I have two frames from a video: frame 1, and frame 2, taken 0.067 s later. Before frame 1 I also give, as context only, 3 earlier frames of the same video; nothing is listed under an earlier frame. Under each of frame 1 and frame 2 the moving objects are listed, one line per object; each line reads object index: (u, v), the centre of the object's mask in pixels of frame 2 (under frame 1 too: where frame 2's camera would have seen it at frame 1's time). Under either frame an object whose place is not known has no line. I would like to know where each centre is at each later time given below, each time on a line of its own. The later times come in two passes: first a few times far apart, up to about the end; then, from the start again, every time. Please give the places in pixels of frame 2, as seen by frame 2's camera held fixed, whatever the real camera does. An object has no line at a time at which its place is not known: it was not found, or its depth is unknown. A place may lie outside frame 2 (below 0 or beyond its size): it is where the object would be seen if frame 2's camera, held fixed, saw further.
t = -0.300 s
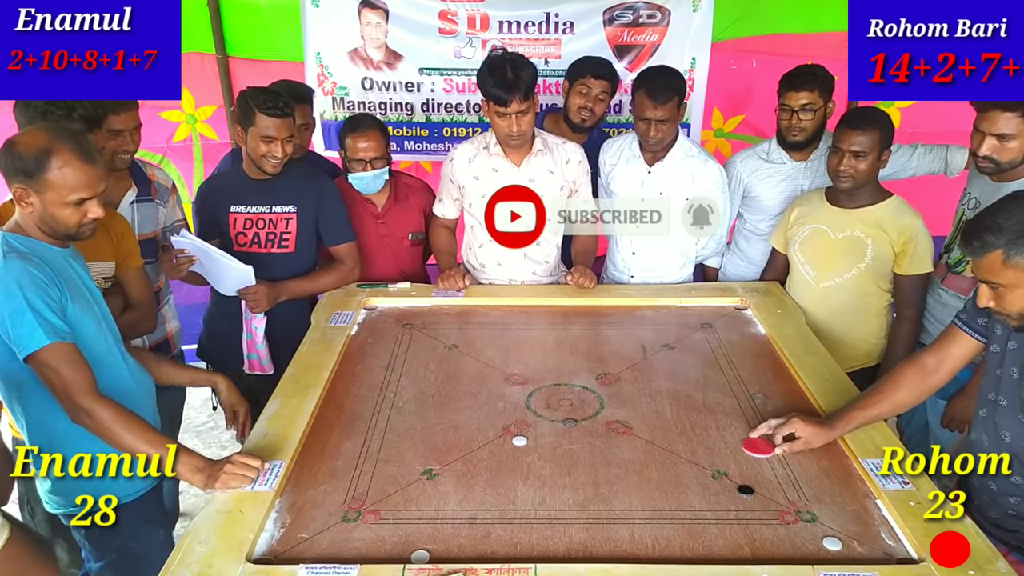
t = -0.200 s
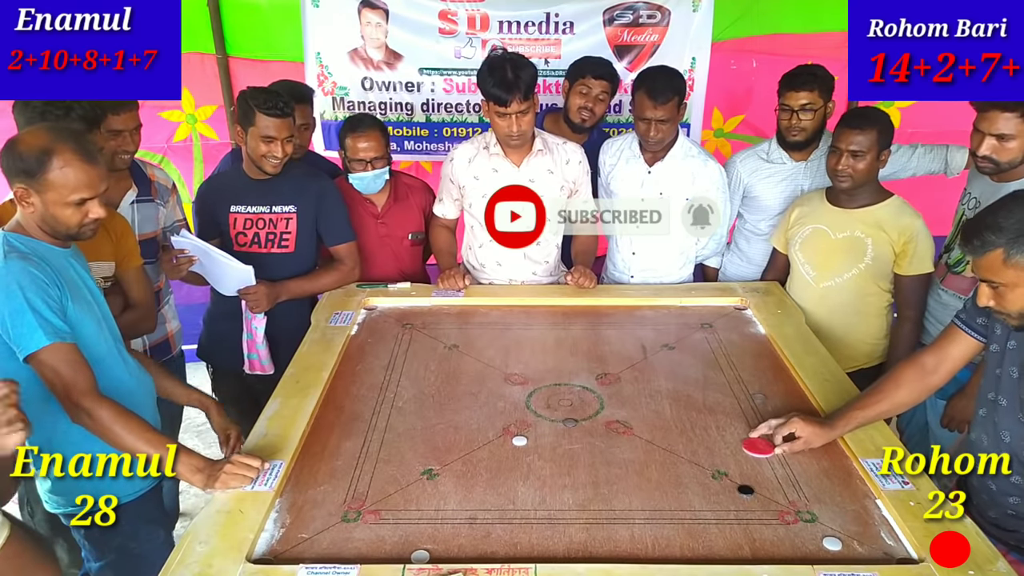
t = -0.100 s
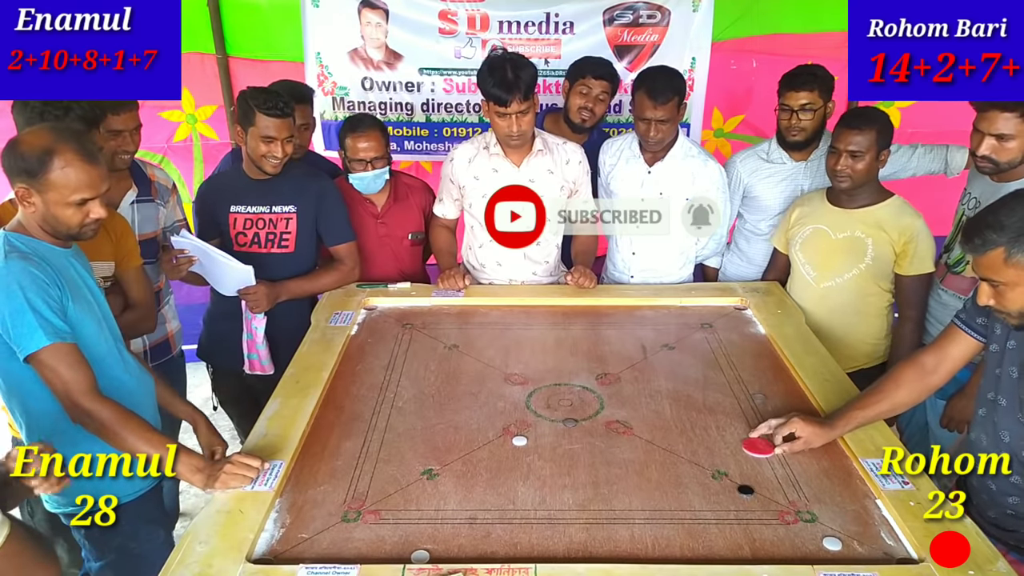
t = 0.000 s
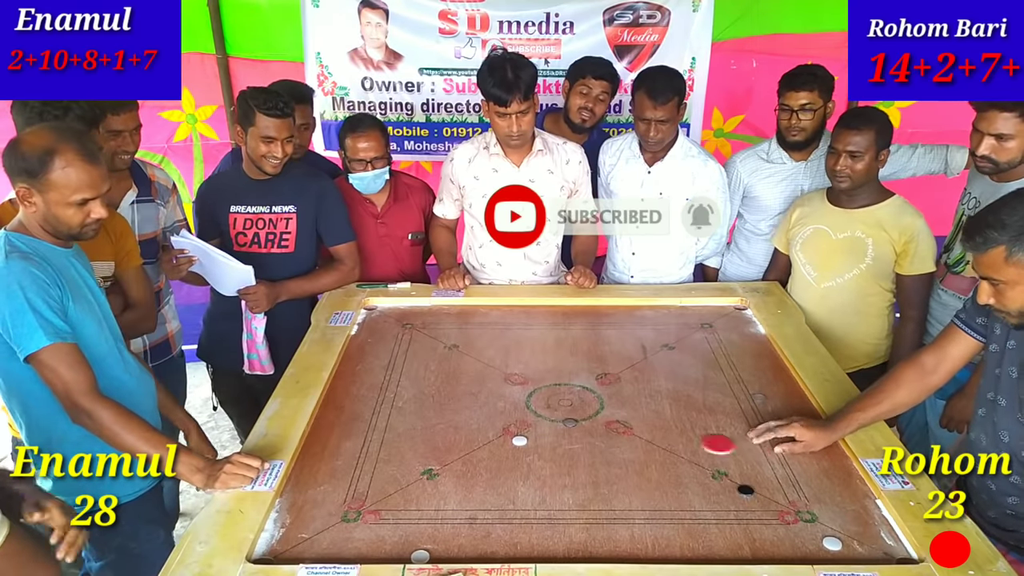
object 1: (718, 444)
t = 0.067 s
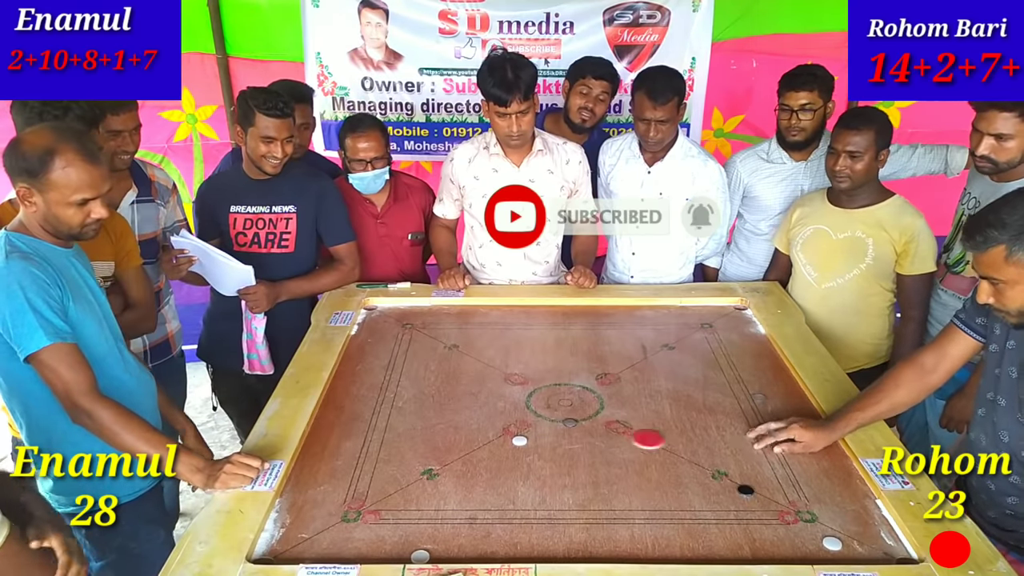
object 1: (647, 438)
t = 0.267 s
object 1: (479, 425)
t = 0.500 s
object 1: (342, 408)
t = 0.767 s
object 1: (416, 395)
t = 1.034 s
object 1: (468, 388)
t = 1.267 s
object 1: (487, 386)
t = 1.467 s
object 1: (488, 385)
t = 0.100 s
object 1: (616, 437)
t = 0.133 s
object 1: (583, 434)
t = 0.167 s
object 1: (553, 433)
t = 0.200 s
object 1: (525, 431)
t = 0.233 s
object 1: (501, 428)
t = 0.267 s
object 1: (479, 425)
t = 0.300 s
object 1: (457, 422)
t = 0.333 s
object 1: (435, 420)
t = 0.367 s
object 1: (415, 418)
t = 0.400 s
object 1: (395, 415)
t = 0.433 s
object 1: (376, 413)
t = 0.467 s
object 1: (359, 410)
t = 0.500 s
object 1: (342, 408)
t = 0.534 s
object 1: (339, 406)
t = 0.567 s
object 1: (352, 404)
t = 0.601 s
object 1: (363, 403)
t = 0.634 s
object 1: (376, 401)
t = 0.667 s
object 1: (387, 399)
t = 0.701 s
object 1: (397, 398)
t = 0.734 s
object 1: (407, 396)
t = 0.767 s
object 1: (416, 395)
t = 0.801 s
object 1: (424, 394)
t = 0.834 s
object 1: (432, 393)
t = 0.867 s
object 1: (439, 392)
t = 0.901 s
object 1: (446, 391)
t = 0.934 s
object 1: (452, 391)
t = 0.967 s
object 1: (458, 390)
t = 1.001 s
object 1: (463, 389)
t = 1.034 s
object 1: (468, 388)
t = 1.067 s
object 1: (472, 388)
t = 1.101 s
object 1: (476, 387)
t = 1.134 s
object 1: (479, 387)
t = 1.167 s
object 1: (482, 386)
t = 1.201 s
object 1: (484, 386)
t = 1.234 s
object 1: (486, 386)
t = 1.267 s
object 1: (487, 386)
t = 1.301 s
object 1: (488, 385)
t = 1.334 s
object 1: (488, 385)
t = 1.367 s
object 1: (488, 385)
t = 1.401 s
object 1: (488, 385)
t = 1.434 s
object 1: (488, 385)
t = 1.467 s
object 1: (488, 385)
